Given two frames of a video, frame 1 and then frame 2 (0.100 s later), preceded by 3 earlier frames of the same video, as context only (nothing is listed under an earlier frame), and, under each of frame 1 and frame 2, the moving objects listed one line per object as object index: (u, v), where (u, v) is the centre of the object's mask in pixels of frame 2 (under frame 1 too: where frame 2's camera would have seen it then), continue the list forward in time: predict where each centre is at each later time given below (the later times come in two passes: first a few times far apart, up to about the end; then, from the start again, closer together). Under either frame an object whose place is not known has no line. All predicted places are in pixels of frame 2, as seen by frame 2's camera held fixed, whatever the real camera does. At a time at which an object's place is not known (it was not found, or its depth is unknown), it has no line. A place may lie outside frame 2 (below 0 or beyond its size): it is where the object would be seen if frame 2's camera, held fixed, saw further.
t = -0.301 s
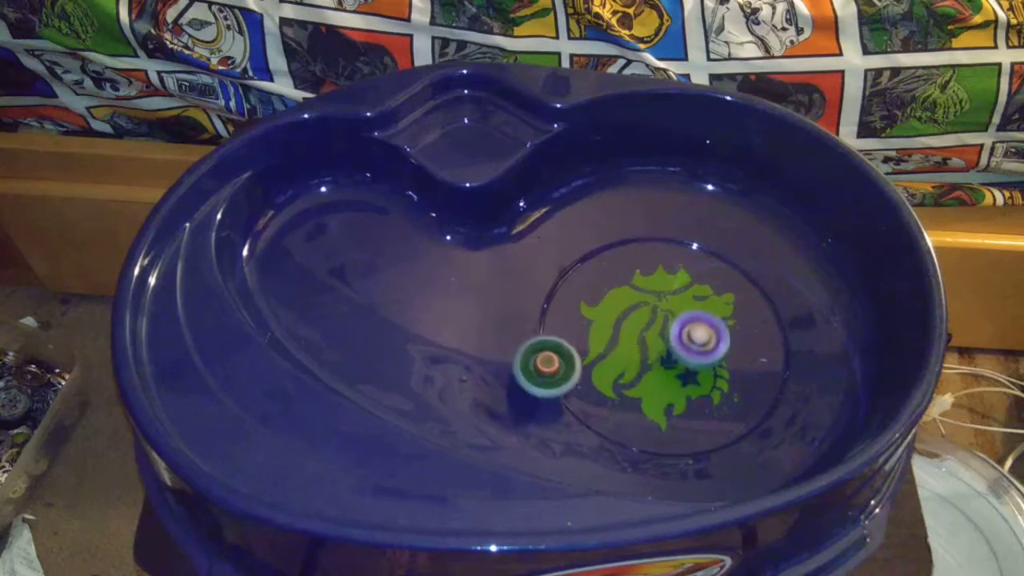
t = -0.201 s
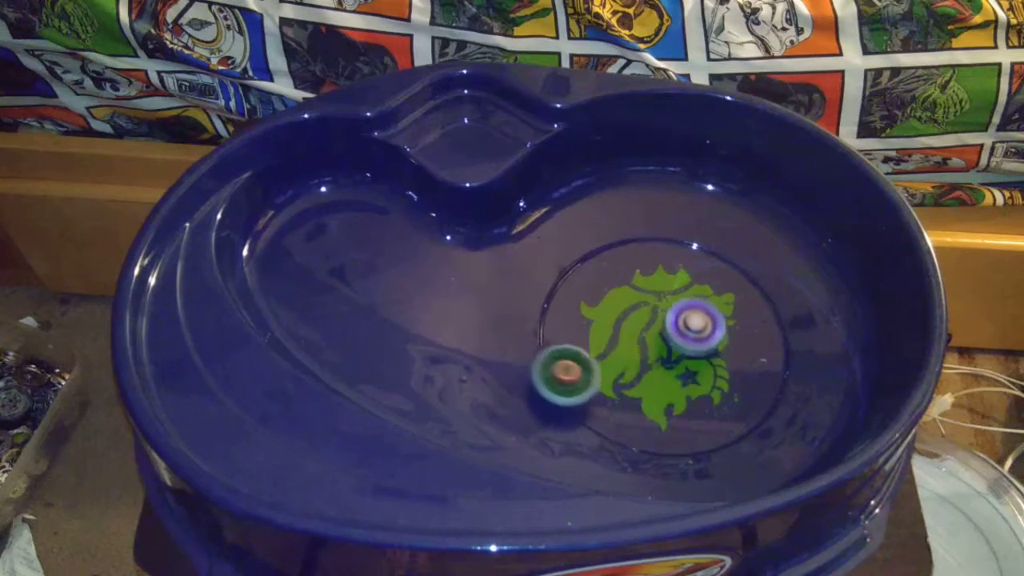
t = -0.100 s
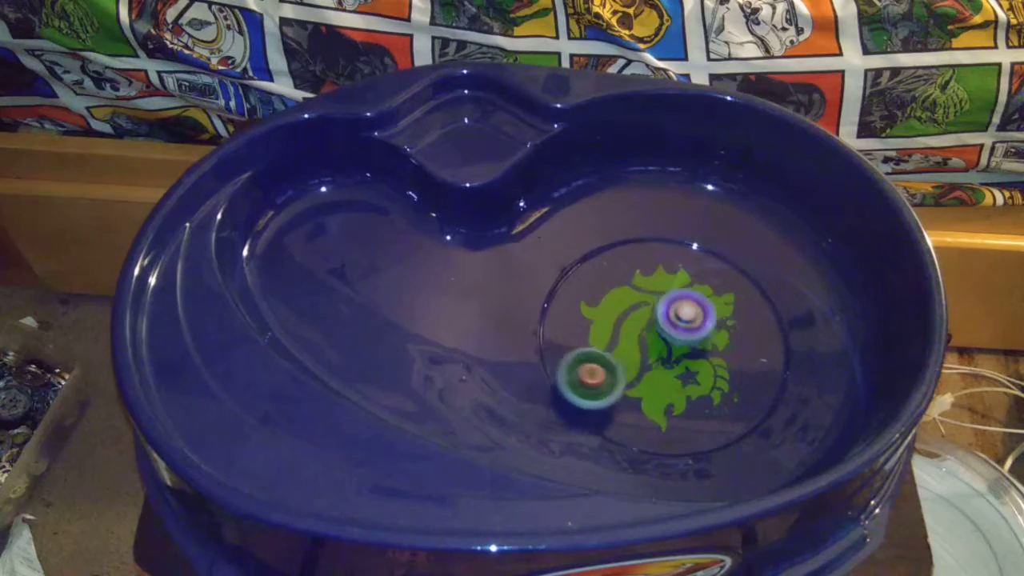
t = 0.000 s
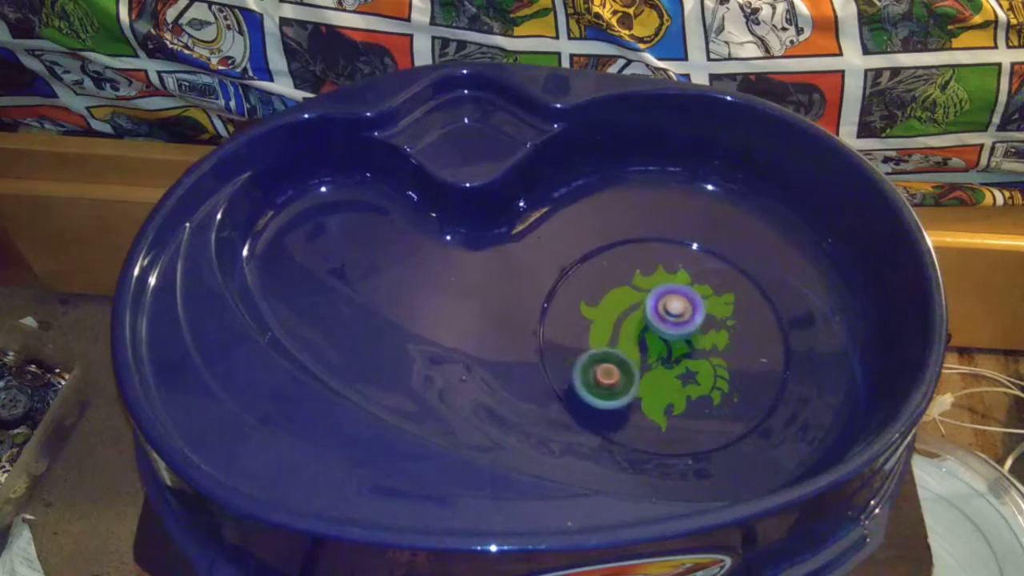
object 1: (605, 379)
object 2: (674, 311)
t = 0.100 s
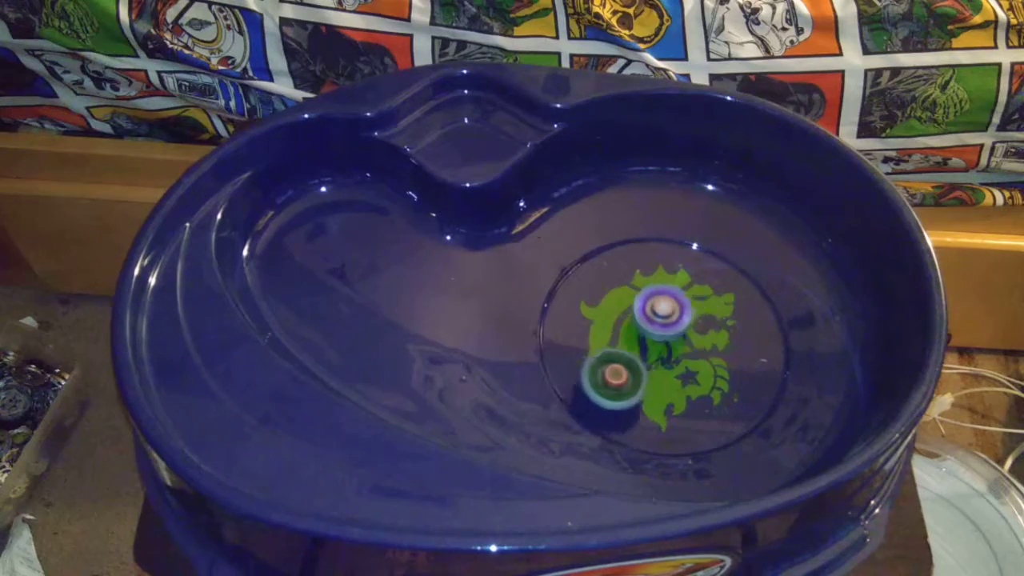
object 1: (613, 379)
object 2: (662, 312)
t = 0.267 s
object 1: (623, 382)
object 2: (648, 324)
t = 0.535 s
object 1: (646, 430)
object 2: (653, 297)
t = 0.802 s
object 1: (676, 401)
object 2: (642, 305)
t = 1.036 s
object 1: (679, 393)
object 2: (657, 327)
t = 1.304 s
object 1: (686, 432)
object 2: (669, 293)
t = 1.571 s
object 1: (683, 401)
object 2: (638, 290)
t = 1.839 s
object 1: (677, 388)
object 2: (647, 328)
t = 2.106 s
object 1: (713, 421)
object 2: (644, 301)
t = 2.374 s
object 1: (708, 390)
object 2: (635, 310)
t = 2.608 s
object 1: (705, 381)
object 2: (656, 324)
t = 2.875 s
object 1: (765, 416)
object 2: (603, 276)
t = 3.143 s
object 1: (717, 352)
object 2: (583, 306)
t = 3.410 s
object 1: (702, 340)
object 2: (630, 341)
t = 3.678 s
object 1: (802, 310)
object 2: (601, 355)
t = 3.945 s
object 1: (716, 292)
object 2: (637, 369)
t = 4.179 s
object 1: (686, 299)
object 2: (659, 351)
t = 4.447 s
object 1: (704, 242)
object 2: (645, 383)
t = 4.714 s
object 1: (660, 278)
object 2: (667, 379)
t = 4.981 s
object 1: (652, 294)
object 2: (659, 353)
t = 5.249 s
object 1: (647, 273)
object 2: (648, 363)
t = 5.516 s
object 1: (635, 283)
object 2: (647, 356)
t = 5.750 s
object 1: (624, 275)
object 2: (643, 360)
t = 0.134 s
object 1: (616, 379)
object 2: (658, 314)
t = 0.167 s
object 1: (618, 379)
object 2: (655, 316)
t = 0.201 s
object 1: (620, 379)
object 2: (652, 319)
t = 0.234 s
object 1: (623, 379)
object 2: (650, 321)
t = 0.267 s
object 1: (623, 382)
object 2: (648, 324)
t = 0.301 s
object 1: (616, 402)
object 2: (652, 318)
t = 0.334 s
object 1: (609, 419)
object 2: (656, 312)
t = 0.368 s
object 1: (609, 425)
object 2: (658, 308)
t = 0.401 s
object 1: (612, 430)
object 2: (658, 305)
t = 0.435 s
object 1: (617, 433)
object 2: (657, 304)
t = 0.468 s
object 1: (626, 433)
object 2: (655, 302)
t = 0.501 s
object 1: (636, 433)
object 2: (653, 299)
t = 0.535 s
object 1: (646, 430)
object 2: (653, 297)
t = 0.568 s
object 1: (654, 426)
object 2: (652, 297)
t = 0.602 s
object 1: (661, 422)
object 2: (651, 298)
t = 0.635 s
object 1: (665, 418)
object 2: (649, 298)
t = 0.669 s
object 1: (669, 414)
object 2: (646, 299)
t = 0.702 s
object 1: (672, 410)
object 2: (644, 300)
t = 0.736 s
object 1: (674, 406)
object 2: (643, 302)
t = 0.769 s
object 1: (675, 403)
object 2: (642, 303)
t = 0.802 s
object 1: (676, 401)
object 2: (642, 305)
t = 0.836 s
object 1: (676, 400)
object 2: (642, 308)
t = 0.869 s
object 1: (676, 399)
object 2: (643, 312)
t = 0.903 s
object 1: (677, 397)
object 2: (645, 315)
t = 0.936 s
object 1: (677, 396)
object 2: (647, 318)
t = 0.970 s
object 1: (678, 396)
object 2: (650, 321)
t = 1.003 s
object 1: (679, 394)
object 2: (653, 324)
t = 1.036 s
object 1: (679, 393)
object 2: (657, 327)
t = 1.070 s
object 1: (679, 391)
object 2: (661, 329)
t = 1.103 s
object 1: (679, 391)
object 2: (665, 330)
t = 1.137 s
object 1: (681, 405)
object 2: (669, 323)
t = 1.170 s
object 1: (685, 424)
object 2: (672, 313)
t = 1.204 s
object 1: (686, 435)
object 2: (674, 306)
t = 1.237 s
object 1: (687, 440)
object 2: (673, 300)
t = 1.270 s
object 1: (686, 438)
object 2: (671, 296)
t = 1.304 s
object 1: (686, 432)
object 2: (669, 293)
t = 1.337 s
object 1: (686, 427)
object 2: (665, 290)
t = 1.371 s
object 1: (685, 421)
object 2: (661, 288)
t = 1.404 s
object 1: (684, 415)
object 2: (656, 286)
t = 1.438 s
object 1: (684, 410)
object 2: (652, 286)
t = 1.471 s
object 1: (683, 406)
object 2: (648, 286)
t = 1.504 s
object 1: (683, 404)
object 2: (644, 286)
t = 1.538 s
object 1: (683, 402)
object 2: (641, 287)
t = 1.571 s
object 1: (683, 401)
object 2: (638, 290)
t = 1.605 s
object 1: (682, 399)
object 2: (636, 293)
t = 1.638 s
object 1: (682, 398)
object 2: (635, 297)
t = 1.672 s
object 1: (682, 397)
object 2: (635, 302)
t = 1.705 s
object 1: (681, 395)
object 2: (635, 308)
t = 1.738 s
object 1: (680, 394)
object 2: (637, 313)
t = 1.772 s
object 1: (678, 391)
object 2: (640, 318)
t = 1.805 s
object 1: (677, 390)
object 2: (643, 323)
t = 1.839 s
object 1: (677, 388)
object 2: (647, 328)
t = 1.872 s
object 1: (681, 399)
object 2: (650, 328)
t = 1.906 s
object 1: (691, 419)
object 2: (650, 318)
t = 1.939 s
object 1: (699, 436)
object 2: (650, 311)
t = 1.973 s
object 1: (703, 439)
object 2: (649, 307)
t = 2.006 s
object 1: (706, 439)
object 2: (648, 304)
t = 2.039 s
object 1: (709, 435)
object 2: (647, 302)
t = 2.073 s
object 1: (712, 428)
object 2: (646, 301)
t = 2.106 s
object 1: (713, 421)
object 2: (644, 301)
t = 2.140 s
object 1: (713, 415)
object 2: (642, 300)
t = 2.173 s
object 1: (713, 409)
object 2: (641, 300)
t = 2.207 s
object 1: (712, 404)
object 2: (638, 301)
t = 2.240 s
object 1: (712, 400)
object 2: (637, 302)
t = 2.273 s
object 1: (711, 398)
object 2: (636, 303)
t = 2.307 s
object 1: (710, 395)
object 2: (635, 305)
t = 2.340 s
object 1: (709, 393)
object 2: (635, 307)
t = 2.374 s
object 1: (708, 390)
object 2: (635, 310)
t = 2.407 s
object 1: (708, 388)
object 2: (637, 313)
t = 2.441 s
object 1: (707, 385)
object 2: (639, 317)
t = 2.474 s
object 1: (706, 383)
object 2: (642, 319)
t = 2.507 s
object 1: (705, 381)
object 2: (645, 322)
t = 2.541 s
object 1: (703, 378)
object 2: (649, 323)
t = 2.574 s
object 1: (702, 375)
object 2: (653, 325)
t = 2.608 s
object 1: (705, 381)
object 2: (656, 324)
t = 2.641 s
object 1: (730, 405)
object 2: (648, 309)
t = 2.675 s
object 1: (750, 423)
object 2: (639, 295)
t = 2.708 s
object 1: (758, 426)
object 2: (632, 285)
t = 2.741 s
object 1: (764, 434)
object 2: (626, 280)
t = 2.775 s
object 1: (768, 433)
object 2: (621, 276)
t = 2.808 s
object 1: (769, 431)
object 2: (614, 274)
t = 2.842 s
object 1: (768, 424)
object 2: (609, 275)
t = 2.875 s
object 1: (765, 416)
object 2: (603, 276)
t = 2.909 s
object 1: (760, 407)
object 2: (597, 277)
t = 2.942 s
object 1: (753, 396)
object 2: (592, 280)
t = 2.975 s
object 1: (746, 385)
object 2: (587, 283)
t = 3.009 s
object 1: (739, 376)
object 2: (583, 286)
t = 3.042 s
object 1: (733, 368)
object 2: (581, 290)
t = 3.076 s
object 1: (727, 361)
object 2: (581, 295)
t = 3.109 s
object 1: (722, 356)
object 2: (581, 301)
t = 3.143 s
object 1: (717, 352)
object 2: (583, 306)
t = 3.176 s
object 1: (714, 349)
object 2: (586, 312)
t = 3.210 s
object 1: (712, 347)
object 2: (590, 317)
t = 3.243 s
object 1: (710, 346)
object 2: (595, 323)
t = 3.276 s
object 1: (709, 345)
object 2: (600, 328)
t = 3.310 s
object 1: (707, 343)
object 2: (607, 332)
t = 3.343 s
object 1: (705, 342)
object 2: (614, 336)
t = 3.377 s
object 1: (704, 341)
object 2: (622, 339)
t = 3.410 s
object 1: (702, 340)
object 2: (630, 341)
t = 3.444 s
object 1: (701, 339)
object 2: (635, 342)
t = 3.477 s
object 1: (731, 338)
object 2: (622, 342)
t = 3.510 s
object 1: (769, 333)
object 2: (611, 343)
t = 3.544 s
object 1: (789, 329)
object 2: (603, 344)
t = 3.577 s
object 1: (800, 322)
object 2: (599, 346)
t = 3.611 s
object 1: (806, 321)
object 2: (598, 349)
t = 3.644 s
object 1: (806, 315)
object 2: (599, 352)
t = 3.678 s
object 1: (802, 310)
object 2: (601, 355)
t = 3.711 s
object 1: (794, 305)
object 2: (604, 359)
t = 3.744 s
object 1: (784, 301)
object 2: (608, 362)
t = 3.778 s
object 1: (772, 298)
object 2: (612, 365)
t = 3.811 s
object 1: (761, 295)
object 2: (616, 368)
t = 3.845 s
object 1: (748, 293)
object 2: (620, 369)
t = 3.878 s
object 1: (735, 291)
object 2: (626, 370)
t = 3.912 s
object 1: (725, 291)
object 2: (632, 370)
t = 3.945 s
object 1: (716, 292)
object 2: (637, 369)
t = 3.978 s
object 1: (706, 293)
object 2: (642, 369)
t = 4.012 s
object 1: (700, 294)
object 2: (646, 367)
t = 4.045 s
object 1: (695, 295)
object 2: (650, 364)
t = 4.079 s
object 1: (691, 296)
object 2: (653, 361)
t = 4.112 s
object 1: (689, 297)
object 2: (655, 358)
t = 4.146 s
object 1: (687, 298)
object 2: (657, 355)
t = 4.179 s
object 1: (686, 299)
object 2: (659, 351)
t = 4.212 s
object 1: (685, 299)
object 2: (659, 348)
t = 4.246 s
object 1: (691, 288)
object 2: (653, 355)
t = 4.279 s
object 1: (702, 268)
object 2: (645, 364)
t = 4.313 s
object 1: (713, 252)
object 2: (641, 370)
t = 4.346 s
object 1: (717, 242)
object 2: (640, 374)
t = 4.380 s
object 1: (716, 239)
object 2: (641, 378)
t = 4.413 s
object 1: (712, 239)
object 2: (642, 381)
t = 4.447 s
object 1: (704, 242)
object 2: (645, 383)
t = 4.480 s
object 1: (696, 246)
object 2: (648, 385)
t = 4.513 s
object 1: (688, 250)
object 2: (651, 386)
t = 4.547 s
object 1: (681, 256)
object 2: (654, 386)
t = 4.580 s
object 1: (675, 261)
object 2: (657, 386)
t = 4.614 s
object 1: (669, 266)
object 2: (660, 385)
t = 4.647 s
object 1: (665, 271)
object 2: (663, 384)
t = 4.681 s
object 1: (663, 275)
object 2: (666, 381)
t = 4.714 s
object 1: (660, 278)
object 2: (667, 379)
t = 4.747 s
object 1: (658, 281)
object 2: (669, 376)
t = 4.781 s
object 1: (657, 284)
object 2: (670, 373)
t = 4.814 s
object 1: (656, 285)
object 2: (669, 369)
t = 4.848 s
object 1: (656, 287)
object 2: (668, 365)
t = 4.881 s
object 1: (656, 288)
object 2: (666, 362)
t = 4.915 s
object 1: (654, 290)
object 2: (664, 358)
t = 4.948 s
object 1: (653, 292)
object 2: (662, 355)
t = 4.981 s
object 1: (652, 294)
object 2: (659, 353)
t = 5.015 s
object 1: (652, 294)
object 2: (657, 351)
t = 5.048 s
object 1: (652, 289)
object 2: (653, 355)
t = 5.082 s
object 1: (651, 279)
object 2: (650, 358)
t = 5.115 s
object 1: (651, 273)
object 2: (649, 361)
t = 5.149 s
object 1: (650, 271)
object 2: (648, 362)
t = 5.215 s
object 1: (648, 272)
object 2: (648, 363)
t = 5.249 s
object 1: (647, 273)
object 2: (648, 363)
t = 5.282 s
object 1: (646, 274)
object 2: (648, 363)
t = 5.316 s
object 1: (644, 275)
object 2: (648, 362)
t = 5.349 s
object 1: (643, 276)
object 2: (648, 362)
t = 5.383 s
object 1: (640, 278)
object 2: (648, 360)
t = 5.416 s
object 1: (638, 279)
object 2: (648, 359)
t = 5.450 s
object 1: (637, 281)
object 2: (648, 358)
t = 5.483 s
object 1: (636, 282)
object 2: (647, 357)
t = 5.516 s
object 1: (635, 283)
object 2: (647, 356)
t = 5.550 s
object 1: (634, 284)
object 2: (646, 354)
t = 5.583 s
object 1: (633, 286)
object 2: (645, 353)
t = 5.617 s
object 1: (632, 287)
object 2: (645, 351)
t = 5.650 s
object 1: (631, 289)
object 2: (644, 349)
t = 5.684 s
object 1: (630, 291)
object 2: (642, 348)
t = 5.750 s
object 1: (624, 275)
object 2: (643, 360)
